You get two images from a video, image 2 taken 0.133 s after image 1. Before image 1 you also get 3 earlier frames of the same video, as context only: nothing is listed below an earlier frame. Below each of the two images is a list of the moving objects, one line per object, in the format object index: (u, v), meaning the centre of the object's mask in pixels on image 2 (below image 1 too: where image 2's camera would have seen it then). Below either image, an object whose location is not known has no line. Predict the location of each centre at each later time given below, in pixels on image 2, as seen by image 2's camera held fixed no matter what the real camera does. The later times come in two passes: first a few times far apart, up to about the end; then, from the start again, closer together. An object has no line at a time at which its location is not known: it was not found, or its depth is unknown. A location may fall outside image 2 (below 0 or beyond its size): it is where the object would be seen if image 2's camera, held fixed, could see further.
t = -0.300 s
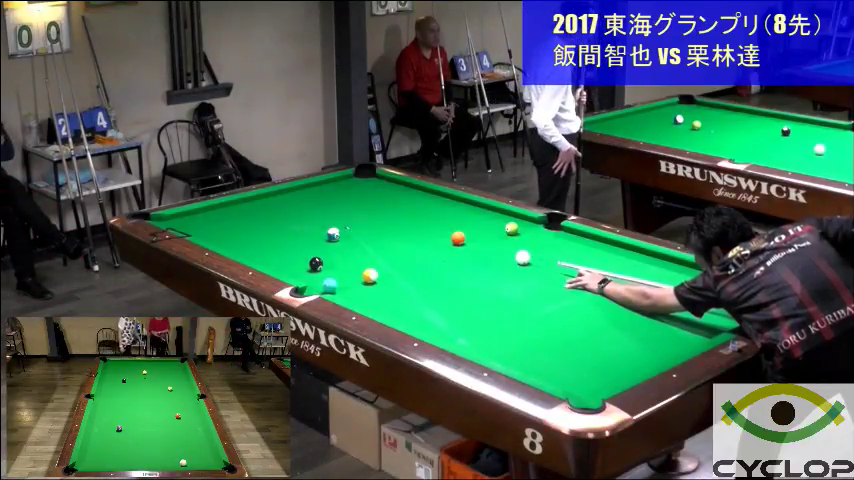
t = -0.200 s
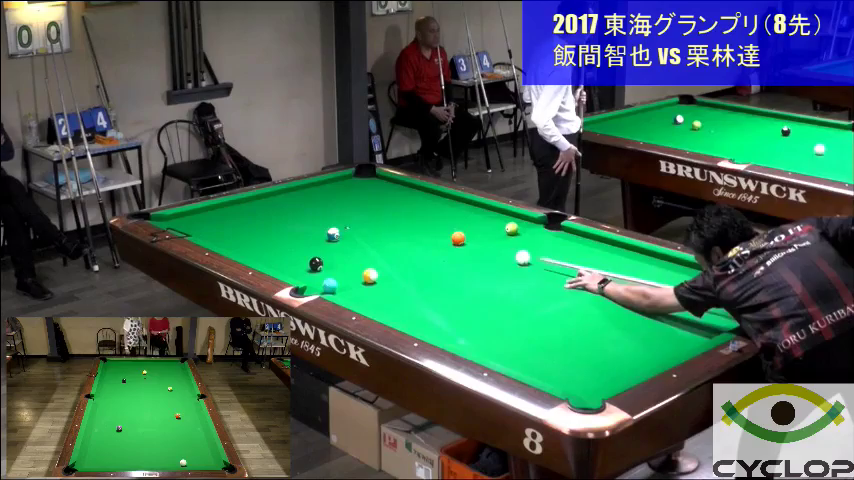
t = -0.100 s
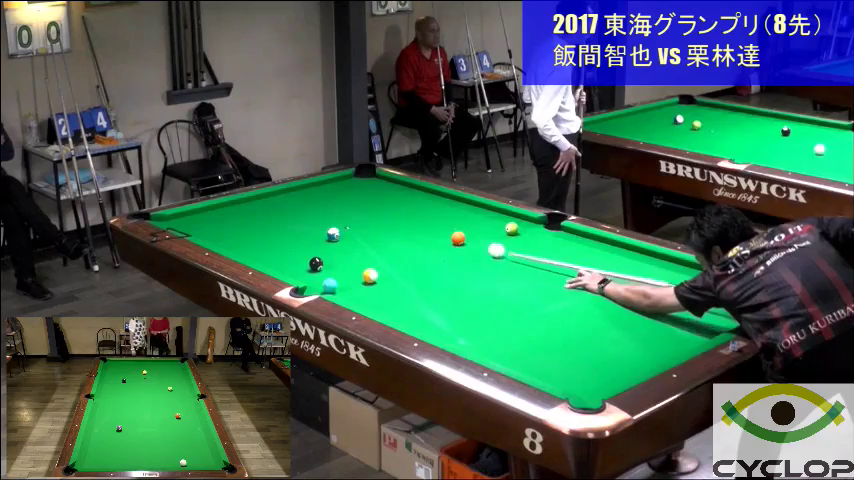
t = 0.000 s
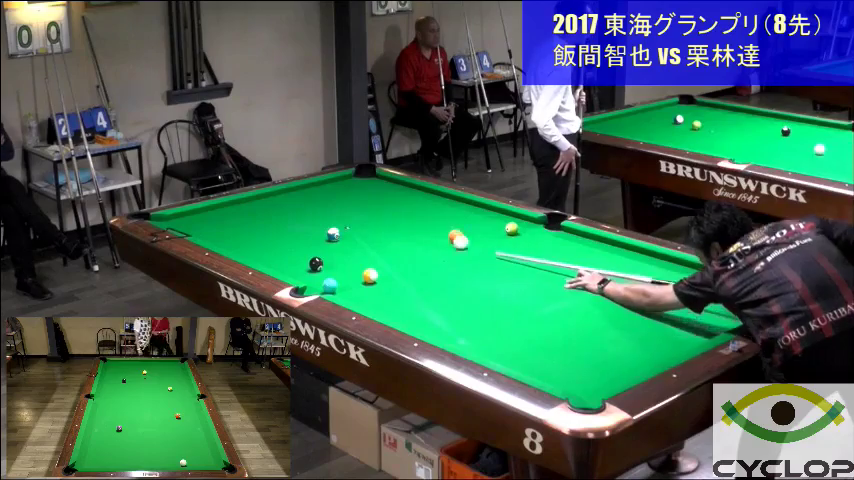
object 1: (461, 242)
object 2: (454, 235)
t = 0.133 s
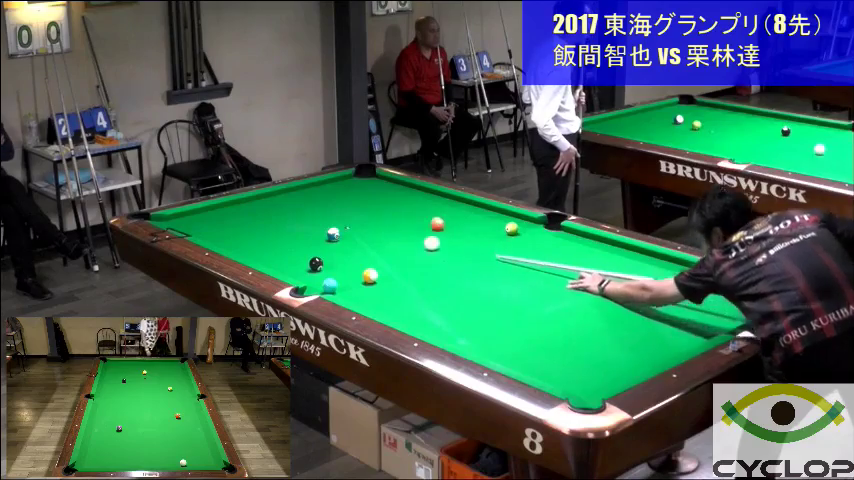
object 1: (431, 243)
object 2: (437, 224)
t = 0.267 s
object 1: (400, 242)
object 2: (423, 215)
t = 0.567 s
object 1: (332, 240)
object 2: (395, 196)
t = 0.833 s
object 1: (273, 238)
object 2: (374, 181)
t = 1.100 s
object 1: (218, 236)
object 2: (364, 176)
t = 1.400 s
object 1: (197, 230)
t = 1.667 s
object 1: (198, 223)
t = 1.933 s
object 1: (199, 216)
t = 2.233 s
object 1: (202, 210)
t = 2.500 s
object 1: (216, 209)
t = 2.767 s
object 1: (229, 209)
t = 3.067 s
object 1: (242, 209)
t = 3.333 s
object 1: (253, 208)
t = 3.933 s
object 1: (274, 208)
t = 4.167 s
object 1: (278, 208)
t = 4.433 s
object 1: (284, 208)
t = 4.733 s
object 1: (288, 208)
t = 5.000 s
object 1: (291, 208)
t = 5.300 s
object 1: (294, 208)
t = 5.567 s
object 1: (294, 208)
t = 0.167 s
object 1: (423, 243)
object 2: (433, 221)
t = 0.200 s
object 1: (416, 243)
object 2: (430, 219)
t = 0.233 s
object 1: (408, 242)
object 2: (426, 216)
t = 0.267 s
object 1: (400, 242)
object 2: (423, 215)
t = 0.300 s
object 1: (392, 242)
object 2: (420, 212)
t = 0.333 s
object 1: (384, 242)
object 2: (416, 210)
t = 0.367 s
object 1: (377, 242)
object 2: (413, 208)
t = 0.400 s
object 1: (369, 241)
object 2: (410, 206)
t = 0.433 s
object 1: (362, 241)
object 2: (407, 204)
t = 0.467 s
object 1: (354, 241)
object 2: (404, 202)
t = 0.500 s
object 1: (347, 241)
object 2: (401, 200)
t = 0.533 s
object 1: (339, 240)
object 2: (398, 198)
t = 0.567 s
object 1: (332, 240)
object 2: (395, 196)
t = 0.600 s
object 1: (324, 240)
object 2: (392, 194)
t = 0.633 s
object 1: (316, 240)
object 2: (390, 192)
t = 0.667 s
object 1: (309, 239)
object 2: (387, 190)
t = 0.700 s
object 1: (302, 239)
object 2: (384, 188)
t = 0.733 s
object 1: (295, 239)
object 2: (382, 186)
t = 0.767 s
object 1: (288, 239)
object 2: (379, 184)
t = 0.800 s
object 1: (281, 238)
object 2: (376, 183)
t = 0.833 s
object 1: (273, 238)
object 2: (374, 181)
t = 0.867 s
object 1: (266, 238)
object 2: (371, 179)
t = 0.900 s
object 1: (259, 238)
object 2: (369, 177)
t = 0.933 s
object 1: (252, 238)
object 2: (366, 176)
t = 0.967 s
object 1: (245, 237)
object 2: (364, 174)
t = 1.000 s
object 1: (238, 237)
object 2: (362, 172)
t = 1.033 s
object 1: (231, 237)
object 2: (359, 172)
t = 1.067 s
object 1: (225, 237)
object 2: (361, 173)
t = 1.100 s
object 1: (218, 236)
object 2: (364, 176)
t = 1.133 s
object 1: (211, 236)
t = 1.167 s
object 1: (205, 235)
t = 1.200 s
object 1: (199, 234)
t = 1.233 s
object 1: (197, 233)
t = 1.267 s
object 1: (197, 233)
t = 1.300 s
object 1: (196, 232)
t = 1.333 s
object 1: (197, 231)
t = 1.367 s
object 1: (197, 230)
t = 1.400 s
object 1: (197, 230)
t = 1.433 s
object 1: (197, 229)
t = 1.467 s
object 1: (197, 228)
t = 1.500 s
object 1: (197, 227)
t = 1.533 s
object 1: (197, 226)
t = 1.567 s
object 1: (198, 225)
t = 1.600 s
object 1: (198, 224)
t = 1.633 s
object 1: (198, 224)
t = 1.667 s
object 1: (198, 223)
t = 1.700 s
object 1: (198, 222)
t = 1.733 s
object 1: (198, 221)
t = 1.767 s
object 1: (199, 220)
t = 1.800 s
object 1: (199, 219)
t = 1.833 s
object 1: (199, 219)
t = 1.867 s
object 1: (199, 218)
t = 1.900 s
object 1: (199, 217)
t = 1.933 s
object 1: (199, 216)
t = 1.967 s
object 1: (200, 216)
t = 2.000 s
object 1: (200, 215)
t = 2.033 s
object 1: (200, 214)
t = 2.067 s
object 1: (200, 213)
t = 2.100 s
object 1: (200, 212)
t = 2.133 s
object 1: (201, 212)
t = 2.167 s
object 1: (201, 211)
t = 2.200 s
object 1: (201, 210)
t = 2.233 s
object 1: (202, 210)
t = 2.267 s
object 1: (204, 210)
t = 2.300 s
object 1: (205, 210)
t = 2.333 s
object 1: (207, 210)
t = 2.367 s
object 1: (209, 210)
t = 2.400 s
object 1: (211, 209)
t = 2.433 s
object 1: (213, 210)
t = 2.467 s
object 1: (214, 209)
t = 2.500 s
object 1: (216, 209)
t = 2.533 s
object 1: (218, 209)
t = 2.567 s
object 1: (219, 209)
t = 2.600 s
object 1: (221, 209)
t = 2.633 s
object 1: (223, 209)
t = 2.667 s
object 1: (224, 209)
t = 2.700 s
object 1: (226, 209)
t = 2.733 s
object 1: (227, 209)
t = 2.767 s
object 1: (229, 209)
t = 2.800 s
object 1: (231, 209)
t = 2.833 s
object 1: (232, 209)
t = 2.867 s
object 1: (233, 209)
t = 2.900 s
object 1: (235, 209)
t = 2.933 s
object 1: (236, 209)
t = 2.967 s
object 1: (238, 209)
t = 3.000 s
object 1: (239, 209)
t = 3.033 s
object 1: (241, 209)
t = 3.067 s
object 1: (242, 209)
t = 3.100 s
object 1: (244, 209)
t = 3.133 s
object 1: (245, 208)
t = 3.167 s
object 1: (246, 209)
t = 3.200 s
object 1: (247, 208)
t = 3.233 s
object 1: (249, 209)
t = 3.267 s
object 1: (250, 208)
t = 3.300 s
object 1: (251, 209)
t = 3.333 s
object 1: (253, 208)
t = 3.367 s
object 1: (254, 208)
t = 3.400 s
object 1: (254, 208)
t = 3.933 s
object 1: (274, 208)
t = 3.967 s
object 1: (273, 208)
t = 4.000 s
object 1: (274, 208)
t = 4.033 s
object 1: (274, 208)
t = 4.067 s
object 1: (275, 208)
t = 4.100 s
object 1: (276, 208)
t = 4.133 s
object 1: (277, 208)
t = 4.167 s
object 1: (278, 208)
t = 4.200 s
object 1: (278, 208)
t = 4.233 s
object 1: (279, 208)
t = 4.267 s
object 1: (280, 208)
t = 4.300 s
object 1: (280, 208)
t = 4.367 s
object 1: (282, 208)
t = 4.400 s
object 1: (283, 208)
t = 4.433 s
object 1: (284, 208)
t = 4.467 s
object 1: (284, 208)
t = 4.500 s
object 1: (285, 208)
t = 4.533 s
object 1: (285, 208)
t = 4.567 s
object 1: (286, 208)
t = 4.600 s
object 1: (287, 208)
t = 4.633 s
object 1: (287, 208)
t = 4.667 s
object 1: (287, 208)
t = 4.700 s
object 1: (288, 208)
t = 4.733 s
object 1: (288, 208)
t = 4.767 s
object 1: (289, 208)
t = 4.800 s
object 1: (289, 208)
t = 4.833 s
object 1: (290, 208)
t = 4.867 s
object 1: (290, 208)
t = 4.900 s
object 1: (290, 208)
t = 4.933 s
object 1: (291, 208)
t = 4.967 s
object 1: (291, 208)
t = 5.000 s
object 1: (291, 208)
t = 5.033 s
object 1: (292, 208)
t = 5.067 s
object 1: (292, 208)
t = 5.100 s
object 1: (292, 208)
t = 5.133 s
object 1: (293, 208)
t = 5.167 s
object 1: (293, 208)
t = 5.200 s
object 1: (293, 208)
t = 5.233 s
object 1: (294, 208)
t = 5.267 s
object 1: (294, 208)
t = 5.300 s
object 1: (294, 208)
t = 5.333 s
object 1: (294, 208)
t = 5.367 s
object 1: (294, 208)
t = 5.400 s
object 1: (294, 208)
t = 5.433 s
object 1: (294, 208)
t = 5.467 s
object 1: (294, 208)
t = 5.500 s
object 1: (294, 208)
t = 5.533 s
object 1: (294, 208)
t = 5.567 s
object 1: (294, 208)
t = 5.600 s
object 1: (294, 208)
